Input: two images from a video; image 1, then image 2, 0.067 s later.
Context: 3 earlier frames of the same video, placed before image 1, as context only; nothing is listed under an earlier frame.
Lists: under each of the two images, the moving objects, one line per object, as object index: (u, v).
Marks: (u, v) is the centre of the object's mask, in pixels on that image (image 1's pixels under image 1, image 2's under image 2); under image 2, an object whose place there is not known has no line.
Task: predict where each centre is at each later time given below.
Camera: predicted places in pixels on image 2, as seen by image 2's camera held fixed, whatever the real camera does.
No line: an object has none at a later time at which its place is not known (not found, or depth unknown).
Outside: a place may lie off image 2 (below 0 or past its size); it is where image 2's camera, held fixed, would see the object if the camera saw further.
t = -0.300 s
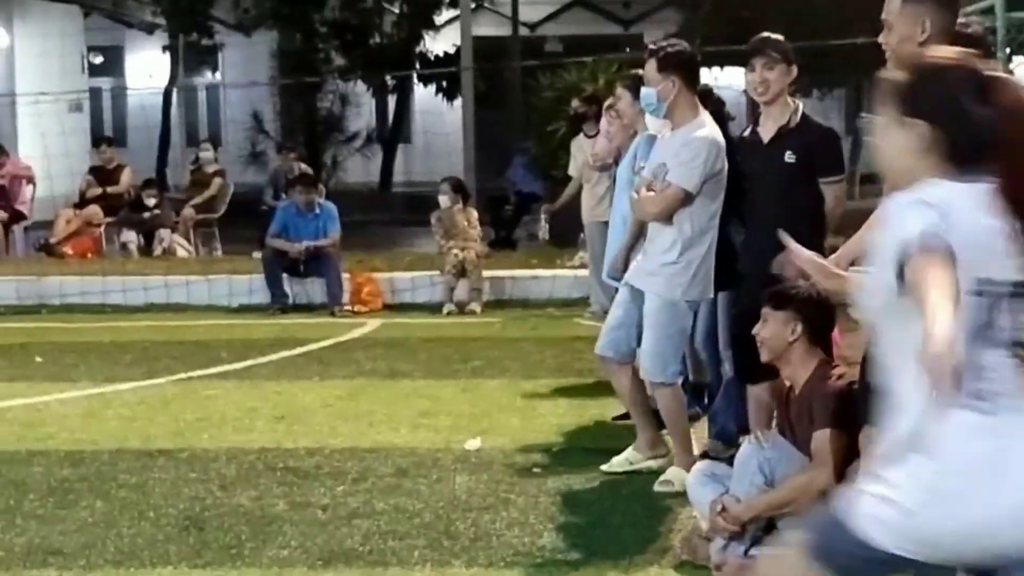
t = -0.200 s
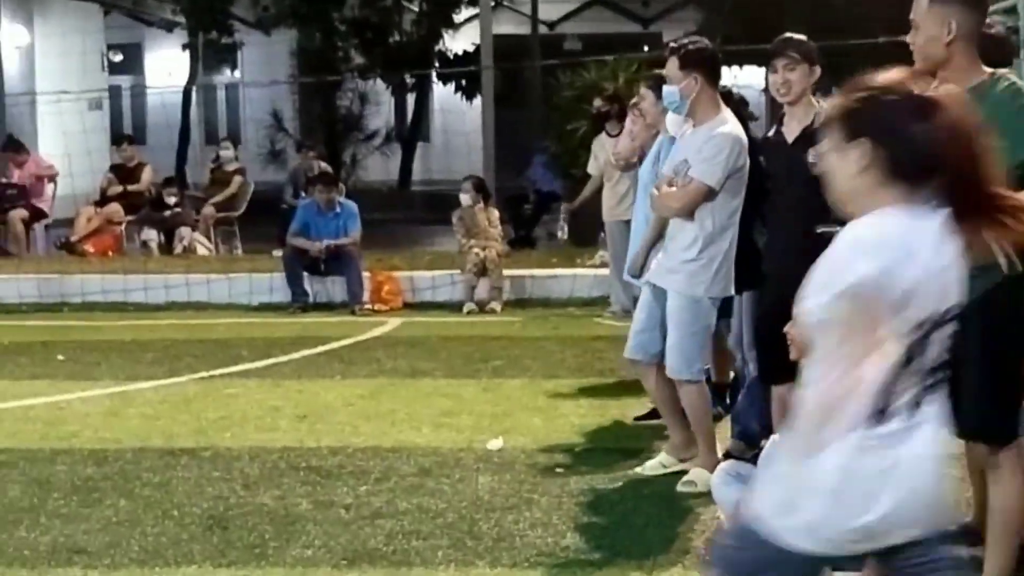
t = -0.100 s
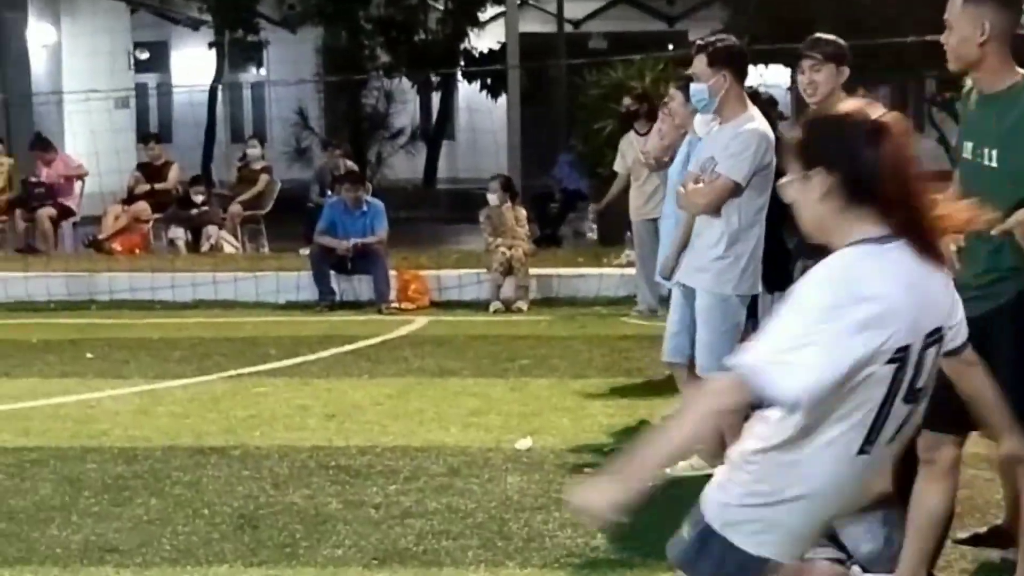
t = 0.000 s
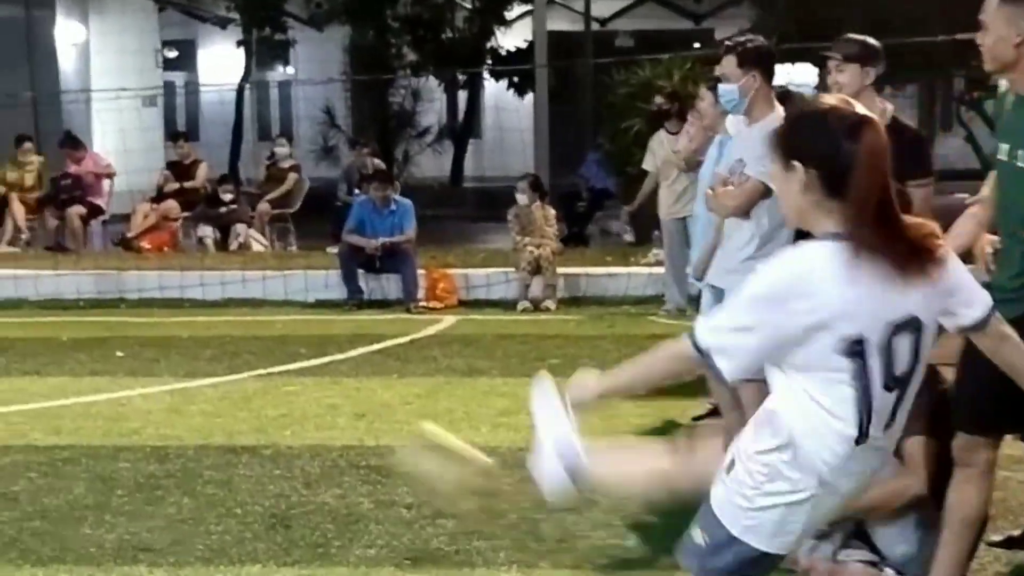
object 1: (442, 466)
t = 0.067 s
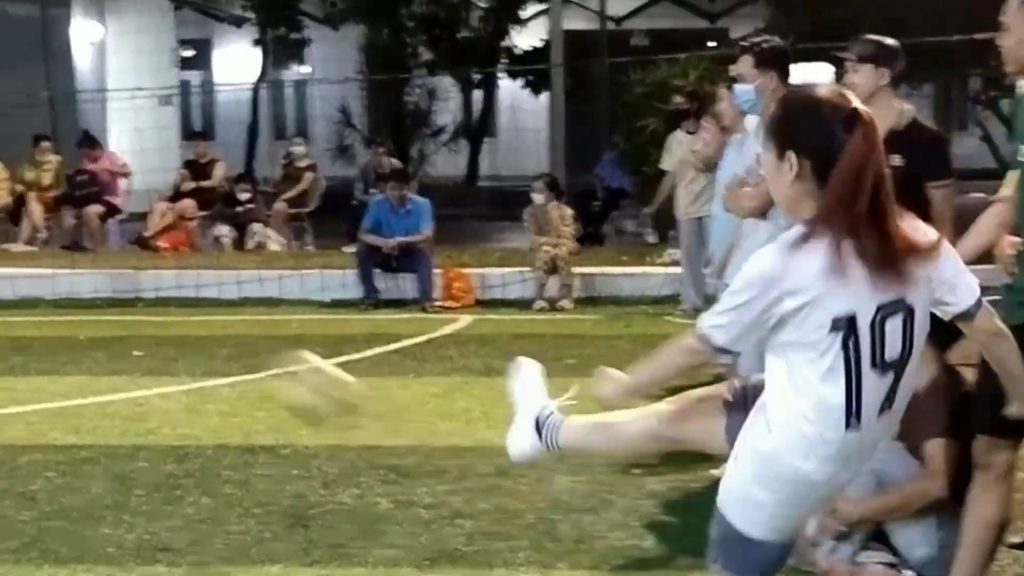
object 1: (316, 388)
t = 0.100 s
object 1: (247, 352)
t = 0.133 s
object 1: (192, 330)
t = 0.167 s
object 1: (143, 311)
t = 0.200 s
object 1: (98, 299)
